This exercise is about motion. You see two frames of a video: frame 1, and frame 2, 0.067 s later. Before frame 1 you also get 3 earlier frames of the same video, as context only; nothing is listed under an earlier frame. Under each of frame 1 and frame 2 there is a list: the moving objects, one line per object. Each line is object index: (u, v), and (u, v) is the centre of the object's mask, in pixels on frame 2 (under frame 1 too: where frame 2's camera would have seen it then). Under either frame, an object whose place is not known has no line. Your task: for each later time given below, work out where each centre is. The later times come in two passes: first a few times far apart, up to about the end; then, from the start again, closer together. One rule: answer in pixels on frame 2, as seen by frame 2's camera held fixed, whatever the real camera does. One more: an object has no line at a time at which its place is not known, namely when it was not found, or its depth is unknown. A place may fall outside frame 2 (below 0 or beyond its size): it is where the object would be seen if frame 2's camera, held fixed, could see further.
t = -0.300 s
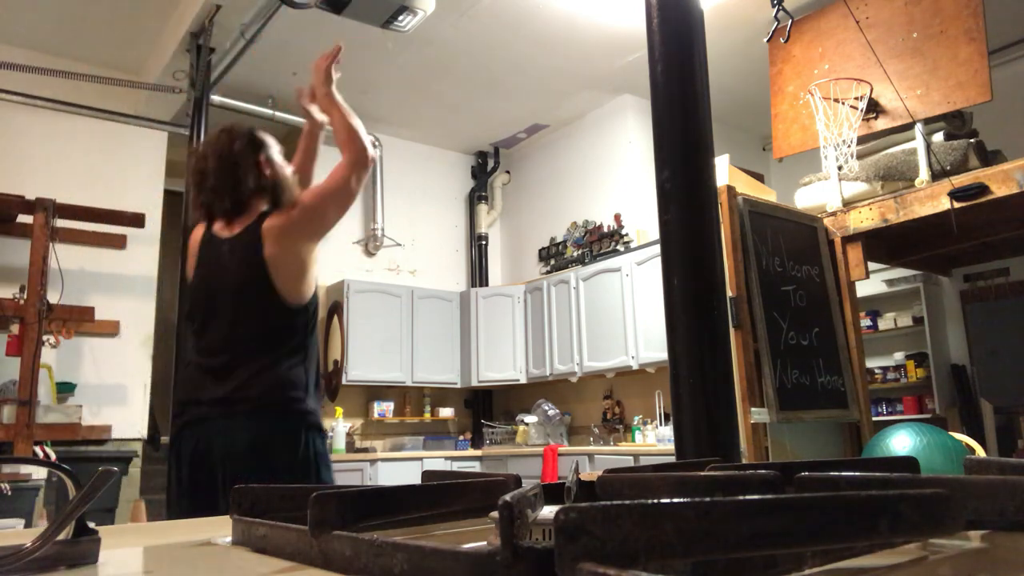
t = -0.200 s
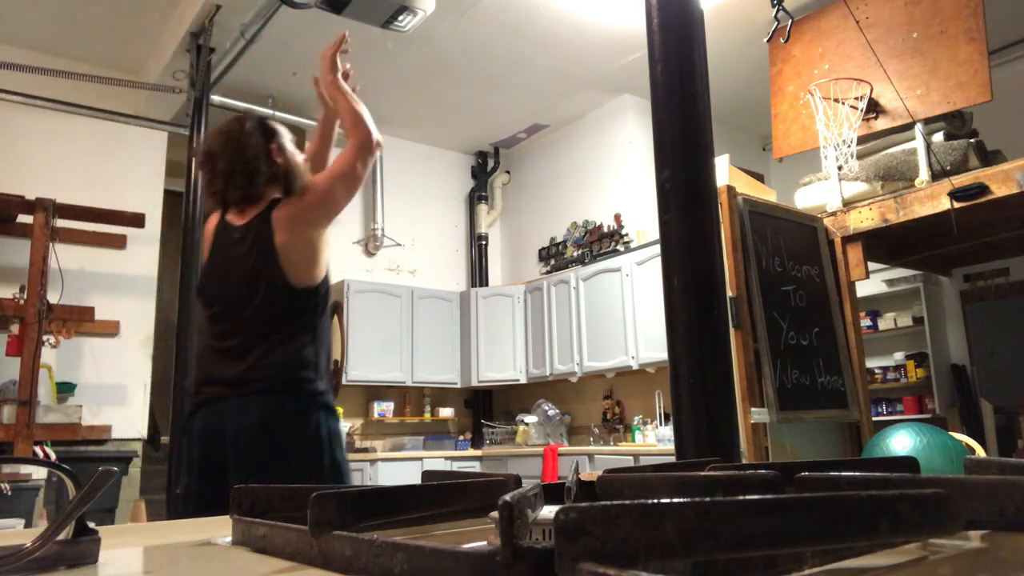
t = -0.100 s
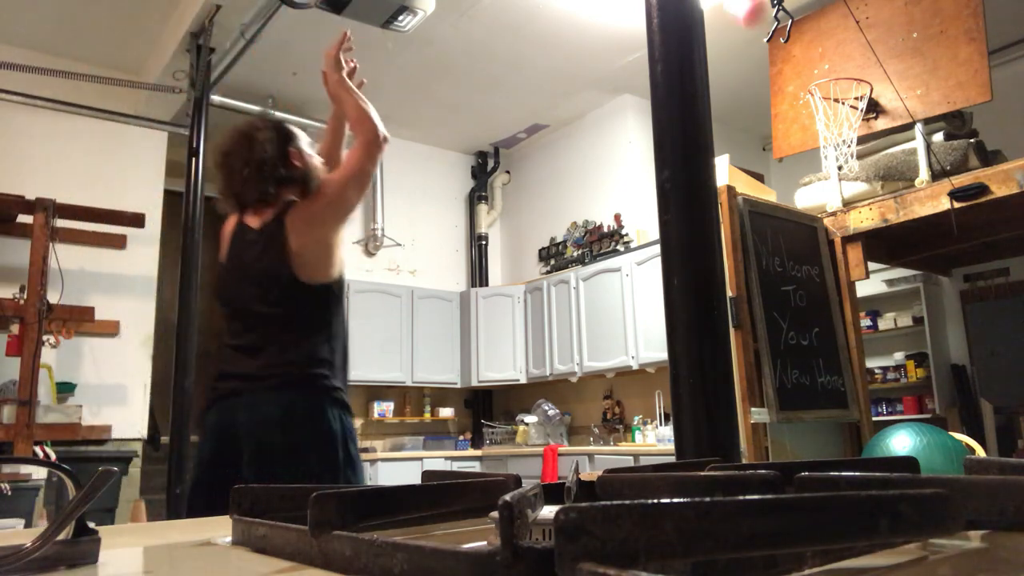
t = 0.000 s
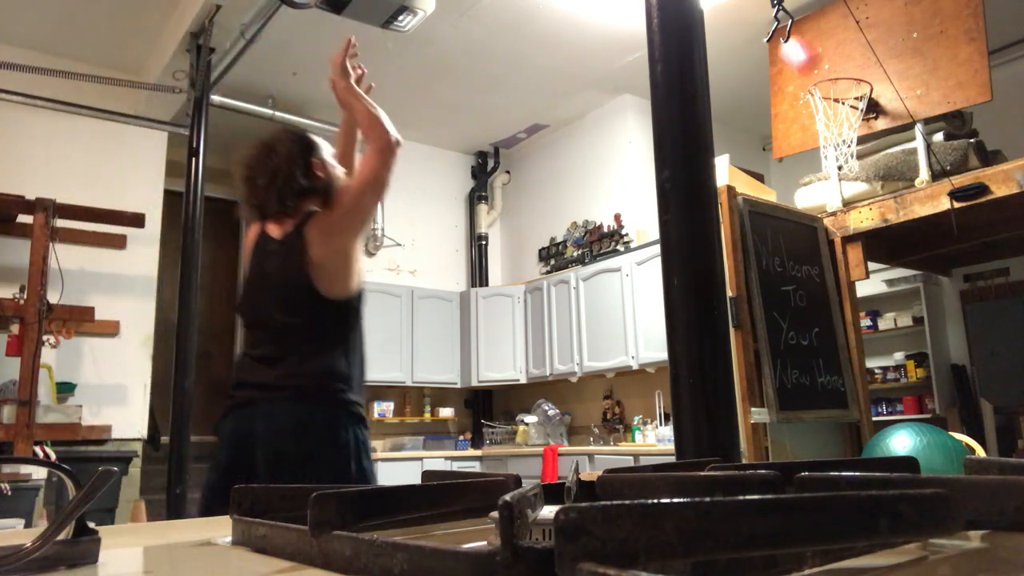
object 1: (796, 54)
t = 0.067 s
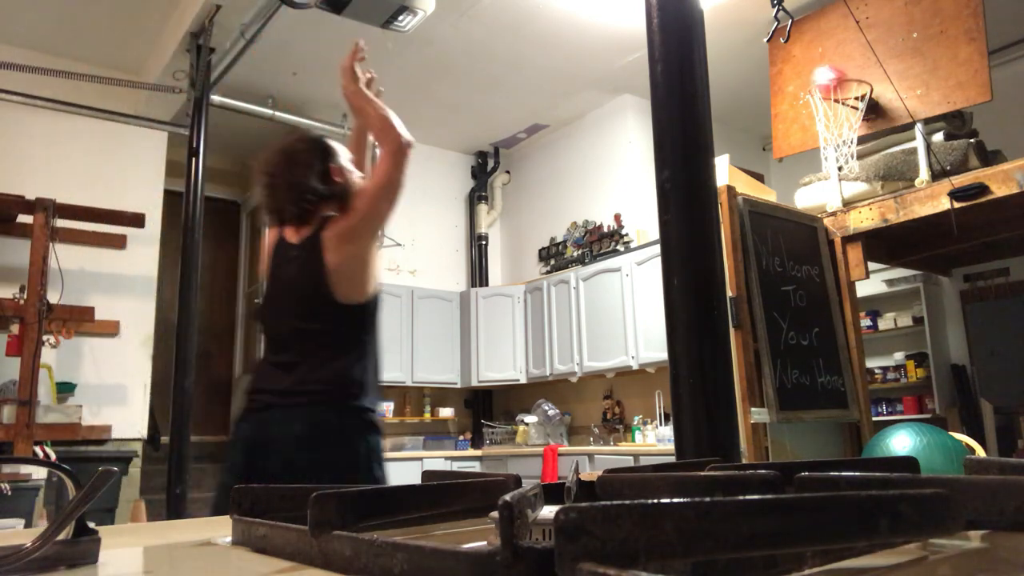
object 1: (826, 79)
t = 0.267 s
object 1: (897, 53)
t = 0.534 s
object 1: (1010, 110)
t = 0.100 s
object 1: (840, 84)
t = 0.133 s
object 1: (853, 70)
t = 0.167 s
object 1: (862, 66)
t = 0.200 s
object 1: (873, 60)
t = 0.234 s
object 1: (885, 56)
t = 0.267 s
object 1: (897, 53)
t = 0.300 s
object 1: (910, 53)
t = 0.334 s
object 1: (922, 55)
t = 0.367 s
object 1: (936, 58)
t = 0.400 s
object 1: (948, 64)
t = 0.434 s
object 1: (963, 71)
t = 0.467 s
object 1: (982, 82)
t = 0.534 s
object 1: (1010, 110)
